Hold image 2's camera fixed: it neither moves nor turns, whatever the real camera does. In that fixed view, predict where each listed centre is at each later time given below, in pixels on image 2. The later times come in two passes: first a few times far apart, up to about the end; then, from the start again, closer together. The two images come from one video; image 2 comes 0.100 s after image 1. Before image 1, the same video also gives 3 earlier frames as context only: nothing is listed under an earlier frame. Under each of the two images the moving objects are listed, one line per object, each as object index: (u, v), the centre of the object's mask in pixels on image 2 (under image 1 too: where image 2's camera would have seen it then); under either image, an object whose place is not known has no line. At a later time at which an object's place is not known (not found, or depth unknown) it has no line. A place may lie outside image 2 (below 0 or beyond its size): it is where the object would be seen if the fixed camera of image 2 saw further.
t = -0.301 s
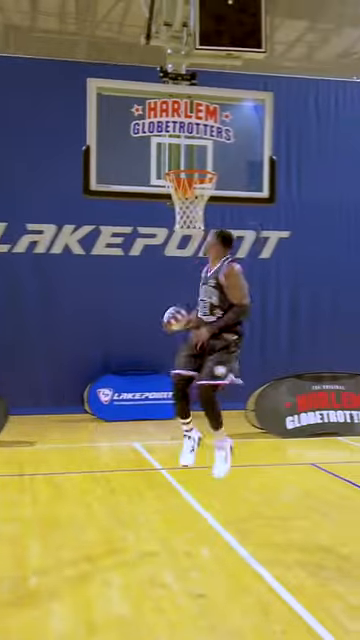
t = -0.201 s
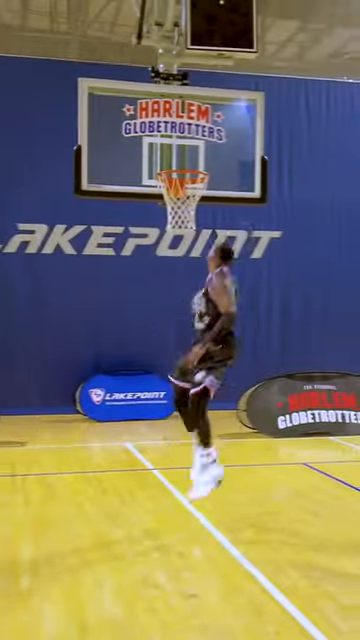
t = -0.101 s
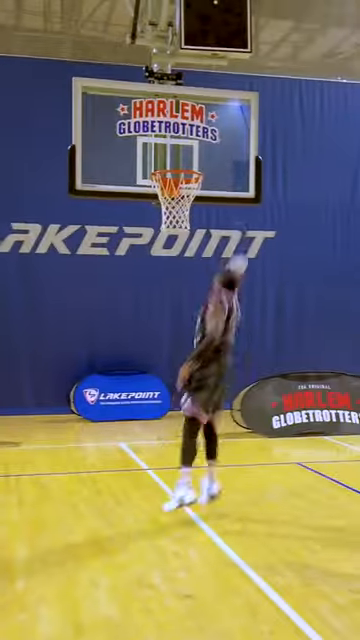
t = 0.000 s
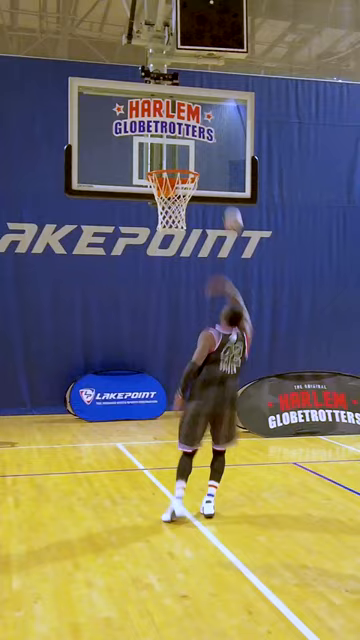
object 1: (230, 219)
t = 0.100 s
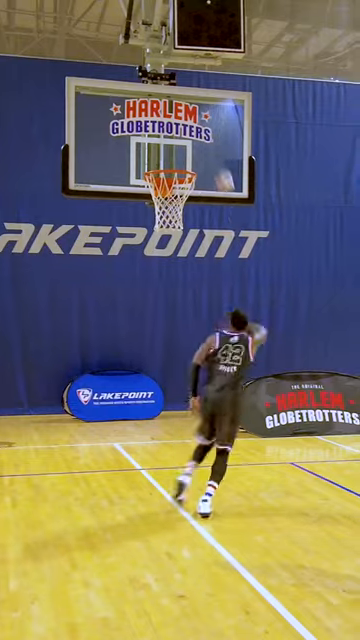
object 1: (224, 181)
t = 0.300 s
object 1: (211, 136)
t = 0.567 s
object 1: (196, 133)
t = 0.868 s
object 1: (182, 206)
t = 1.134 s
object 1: (178, 265)
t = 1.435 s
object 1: (174, 421)
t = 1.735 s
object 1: (164, 390)
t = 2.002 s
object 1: (156, 321)
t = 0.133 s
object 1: (221, 171)
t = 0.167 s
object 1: (219, 163)
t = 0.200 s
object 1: (218, 155)
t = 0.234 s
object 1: (215, 148)
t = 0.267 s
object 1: (214, 141)
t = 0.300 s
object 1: (211, 136)
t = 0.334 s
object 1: (211, 134)
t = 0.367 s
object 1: (208, 132)
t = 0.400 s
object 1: (205, 128)
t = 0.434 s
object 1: (203, 128)
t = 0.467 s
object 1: (203, 127)
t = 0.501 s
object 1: (200, 127)
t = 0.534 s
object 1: (199, 128)
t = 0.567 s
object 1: (196, 133)
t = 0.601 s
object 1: (194, 137)
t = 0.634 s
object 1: (192, 145)
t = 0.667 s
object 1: (191, 151)
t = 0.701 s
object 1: (188, 159)
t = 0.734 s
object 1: (187, 165)
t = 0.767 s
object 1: (181, 179)
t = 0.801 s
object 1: (185, 192)
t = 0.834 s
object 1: (183, 193)
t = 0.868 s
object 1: (182, 206)
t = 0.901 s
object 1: (183, 213)
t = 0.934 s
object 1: (180, 214)
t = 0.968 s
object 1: (181, 221)
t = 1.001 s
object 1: (180, 226)
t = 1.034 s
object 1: (179, 232)
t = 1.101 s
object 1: (179, 256)
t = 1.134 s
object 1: (178, 265)
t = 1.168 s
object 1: (178, 279)
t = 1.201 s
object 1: (177, 291)
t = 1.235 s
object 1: (177, 306)
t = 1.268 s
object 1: (176, 321)
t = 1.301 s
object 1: (175, 339)
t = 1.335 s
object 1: (175, 361)
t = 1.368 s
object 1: (175, 381)
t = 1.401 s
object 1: (175, 399)
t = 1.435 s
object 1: (174, 421)
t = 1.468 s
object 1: (173, 449)
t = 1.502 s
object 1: (172, 474)
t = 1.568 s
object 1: (170, 475)
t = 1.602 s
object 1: (169, 454)
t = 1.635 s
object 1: (167, 436)
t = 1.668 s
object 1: (165, 417)
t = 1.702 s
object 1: (165, 403)
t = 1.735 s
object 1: (164, 390)
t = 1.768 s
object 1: (163, 378)
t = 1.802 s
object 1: (161, 366)
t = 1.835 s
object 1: (161, 355)
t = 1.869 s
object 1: (160, 346)
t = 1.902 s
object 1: (159, 338)
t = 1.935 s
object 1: (157, 331)
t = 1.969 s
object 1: (157, 325)
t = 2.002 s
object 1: (156, 321)
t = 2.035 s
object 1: (155, 317)
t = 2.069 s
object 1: (154, 315)
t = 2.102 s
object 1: (153, 314)
